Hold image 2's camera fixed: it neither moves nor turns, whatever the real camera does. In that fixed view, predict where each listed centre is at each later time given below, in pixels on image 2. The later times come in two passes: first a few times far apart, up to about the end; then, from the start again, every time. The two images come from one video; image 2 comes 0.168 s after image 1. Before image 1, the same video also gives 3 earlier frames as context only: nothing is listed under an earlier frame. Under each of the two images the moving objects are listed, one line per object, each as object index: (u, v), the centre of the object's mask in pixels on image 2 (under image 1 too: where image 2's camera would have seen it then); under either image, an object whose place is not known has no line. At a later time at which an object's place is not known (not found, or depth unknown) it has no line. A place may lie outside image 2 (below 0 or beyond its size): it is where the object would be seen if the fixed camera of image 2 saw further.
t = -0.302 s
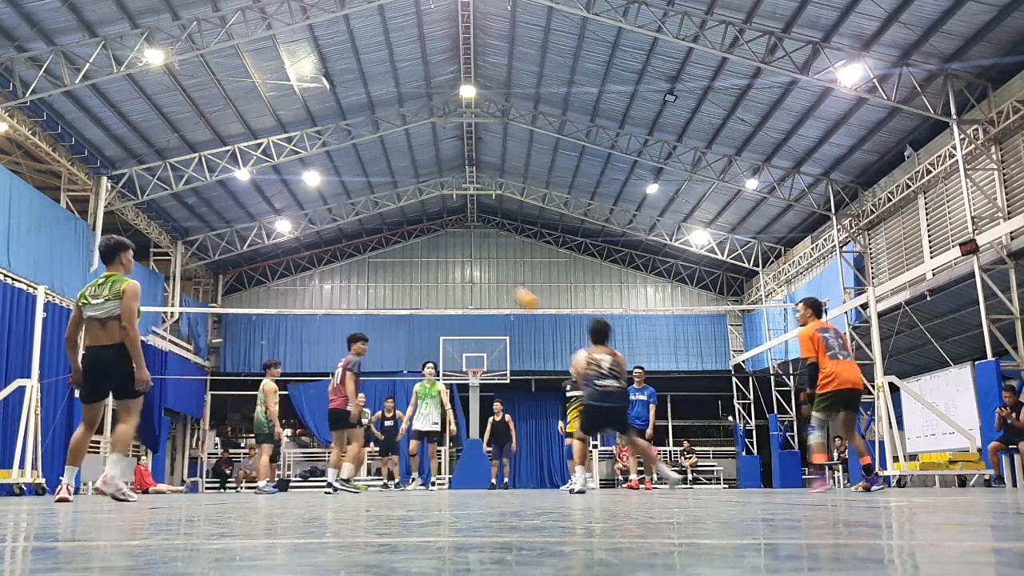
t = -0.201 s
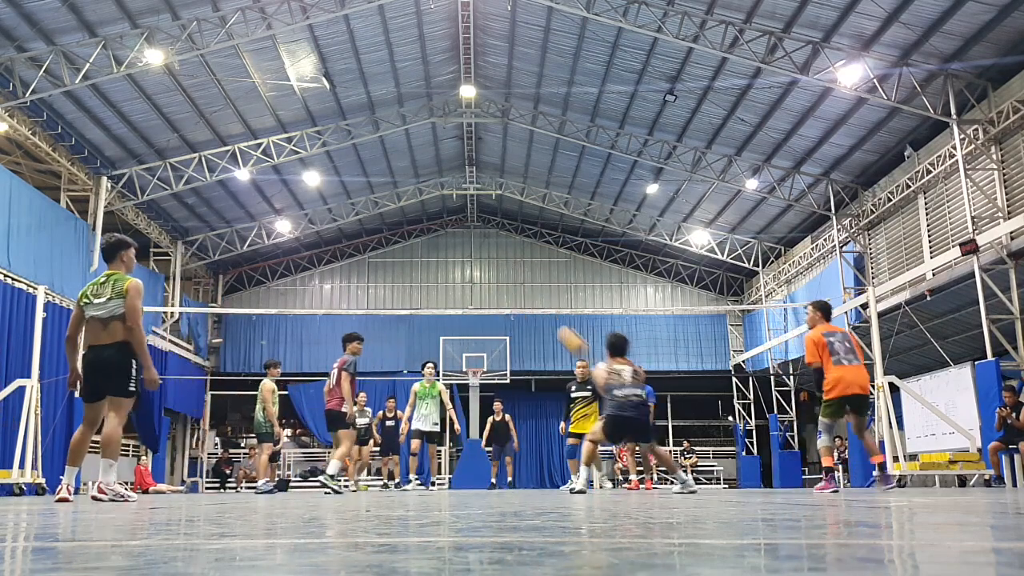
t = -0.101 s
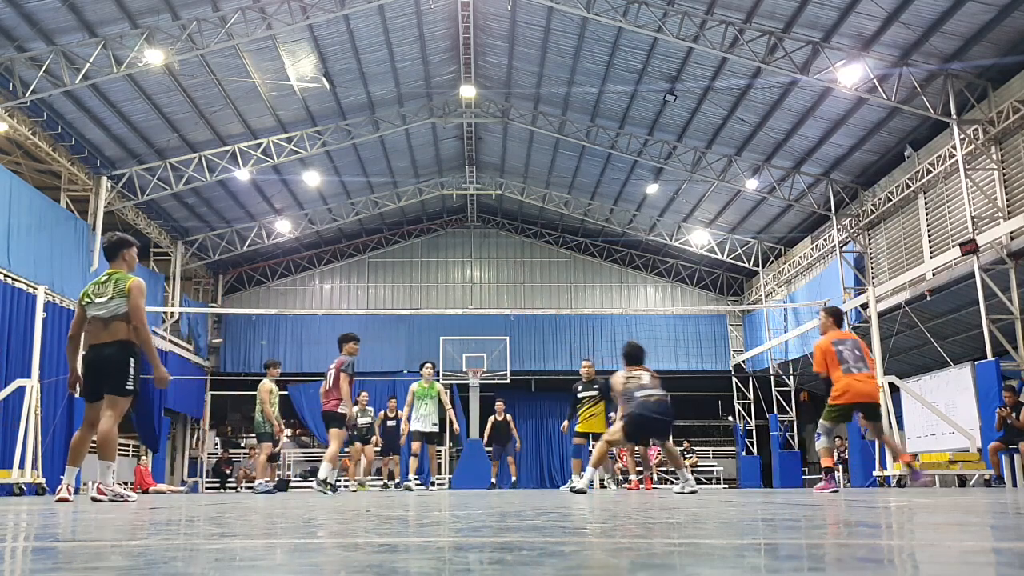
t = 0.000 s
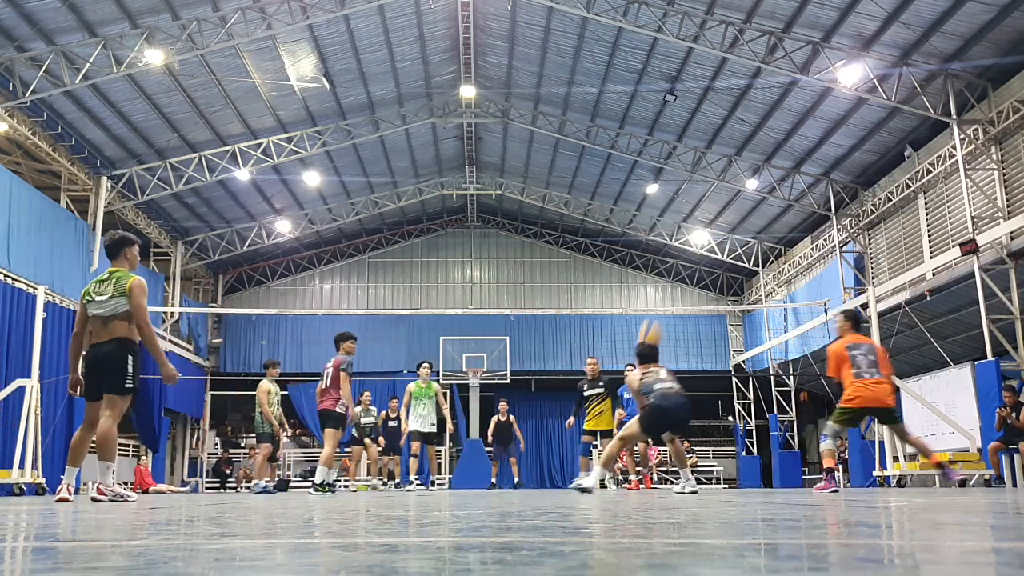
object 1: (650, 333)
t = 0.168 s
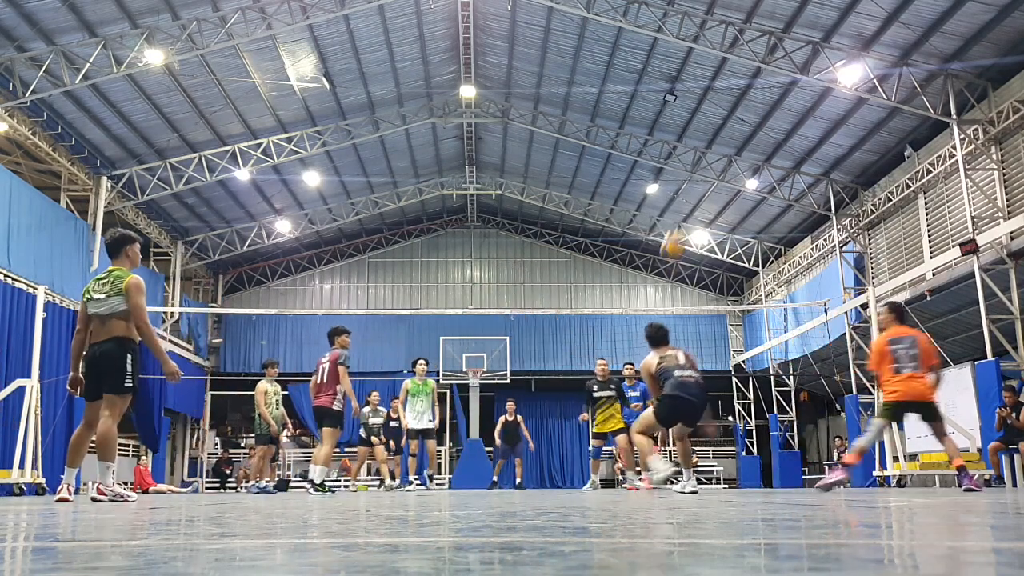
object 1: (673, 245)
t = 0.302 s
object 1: (692, 194)
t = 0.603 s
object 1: (734, 150)
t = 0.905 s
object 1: (777, 187)
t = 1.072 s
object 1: (801, 239)
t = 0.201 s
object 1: (678, 229)
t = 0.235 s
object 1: (682, 216)
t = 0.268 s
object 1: (688, 205)
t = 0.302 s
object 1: (692, 194)
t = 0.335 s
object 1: (697, 185)
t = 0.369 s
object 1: (702, 176)
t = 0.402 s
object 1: (707, 169)
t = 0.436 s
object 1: (711, 164)
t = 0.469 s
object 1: (717, 160)
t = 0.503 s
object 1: (720, 155)
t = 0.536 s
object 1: (725, 152)
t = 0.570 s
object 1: (730, 150)
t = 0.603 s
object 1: (734, 150)
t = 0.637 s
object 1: (739, 150)
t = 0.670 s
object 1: (743, 151)
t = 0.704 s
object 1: (747, 153)
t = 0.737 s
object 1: (753, 156)
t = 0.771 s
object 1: (758, 160)
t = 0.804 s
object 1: (762, 165)
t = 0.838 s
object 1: (767, 172)
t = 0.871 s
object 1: (772, 178)
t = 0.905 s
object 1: (777, 187)
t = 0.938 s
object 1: (782, 194)
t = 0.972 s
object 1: (787, 205)
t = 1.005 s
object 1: (793, 217)
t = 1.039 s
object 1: (797, 229)
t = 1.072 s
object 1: (801, 239)
